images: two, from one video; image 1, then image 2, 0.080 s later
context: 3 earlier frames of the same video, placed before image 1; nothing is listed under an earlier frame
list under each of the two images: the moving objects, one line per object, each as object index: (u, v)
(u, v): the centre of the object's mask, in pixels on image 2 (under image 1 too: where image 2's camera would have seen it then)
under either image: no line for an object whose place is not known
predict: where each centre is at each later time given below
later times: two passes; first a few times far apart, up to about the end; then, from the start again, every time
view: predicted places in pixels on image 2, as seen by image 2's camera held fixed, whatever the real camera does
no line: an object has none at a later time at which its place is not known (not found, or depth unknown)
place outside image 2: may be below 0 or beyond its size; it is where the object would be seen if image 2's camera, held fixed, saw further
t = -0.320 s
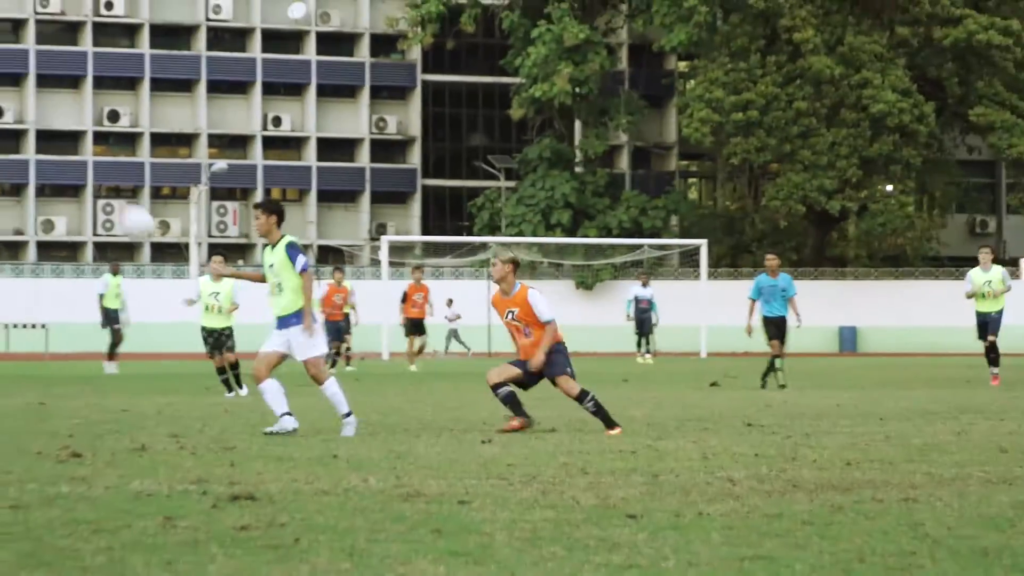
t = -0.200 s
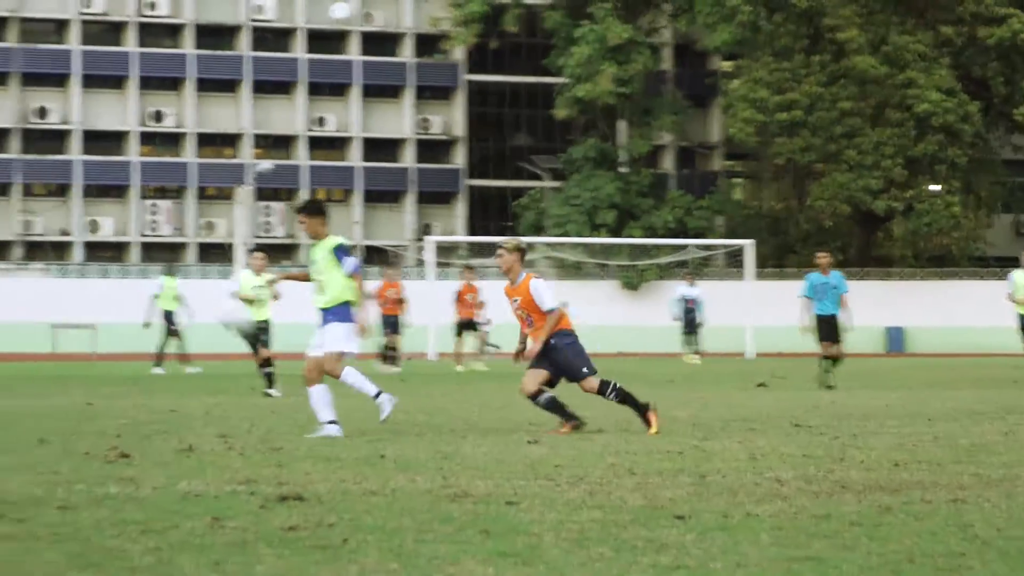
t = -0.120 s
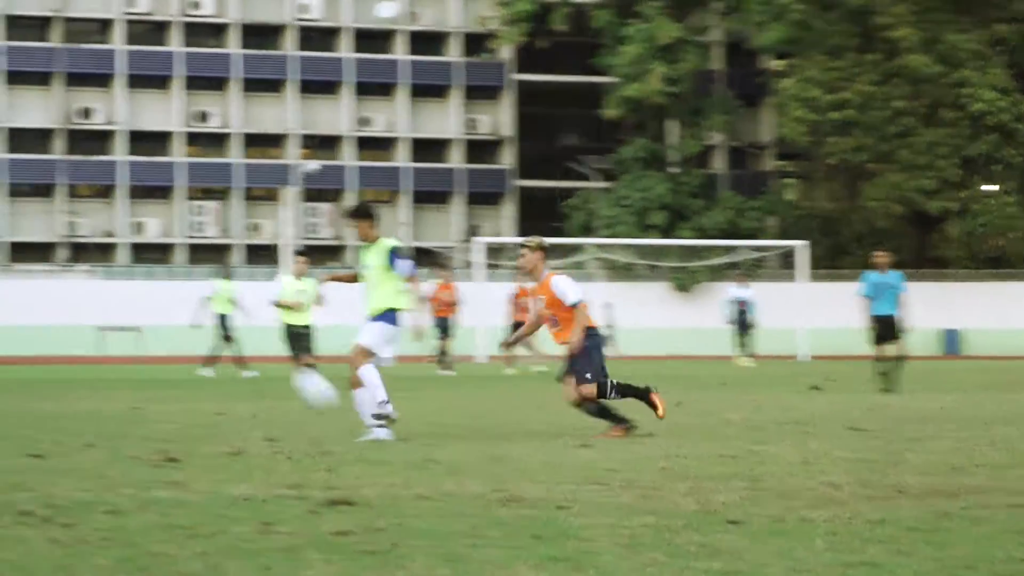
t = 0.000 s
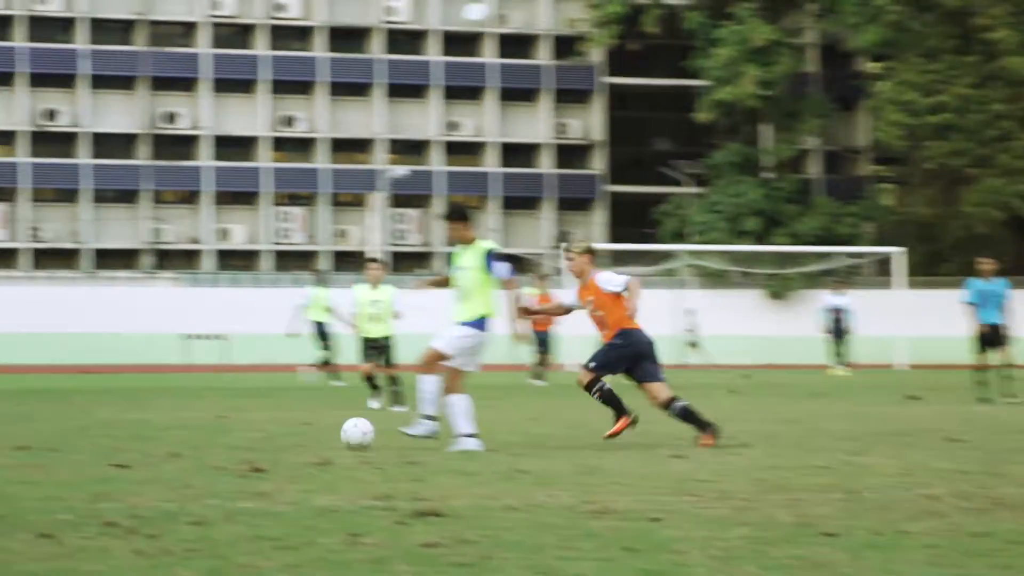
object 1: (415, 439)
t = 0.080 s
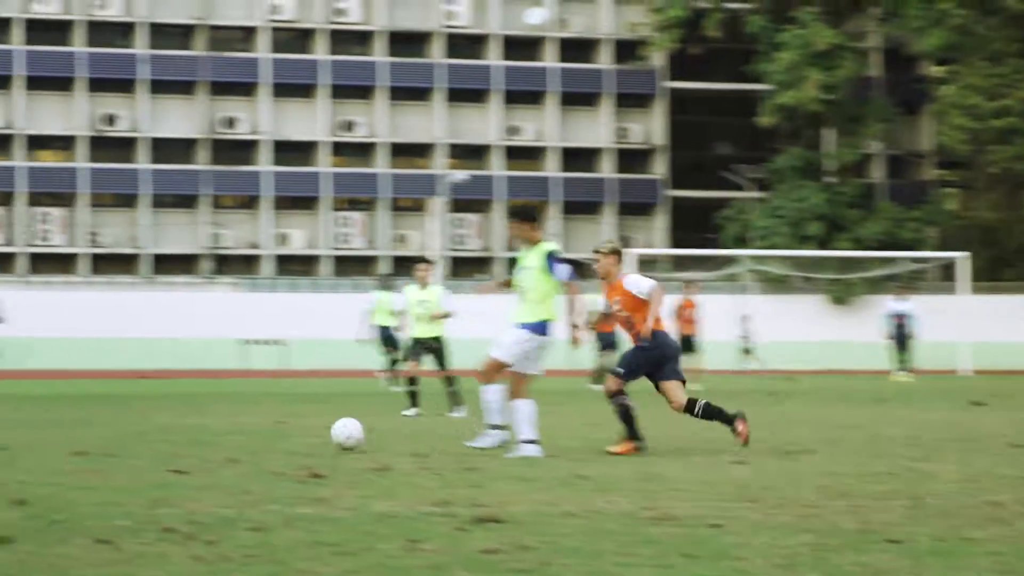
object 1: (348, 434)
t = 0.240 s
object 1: (224, 433)
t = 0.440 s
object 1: (103, 432)
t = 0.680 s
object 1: (1, 428)
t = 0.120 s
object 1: (314, 435)
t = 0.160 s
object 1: (281, 436)
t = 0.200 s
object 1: (251, 436)
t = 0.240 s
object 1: (224, 433)
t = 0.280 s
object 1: (198, 431)
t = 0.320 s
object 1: (172, 431)
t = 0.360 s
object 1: (147, 432)
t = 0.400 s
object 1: (123, 434)
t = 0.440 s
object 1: (103, 432)
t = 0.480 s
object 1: (83, 432)
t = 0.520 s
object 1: (64, 432)
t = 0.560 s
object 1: (45, 433)
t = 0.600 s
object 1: (30, 430)
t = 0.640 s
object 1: (15, 430)
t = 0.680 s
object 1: (1, 428)
